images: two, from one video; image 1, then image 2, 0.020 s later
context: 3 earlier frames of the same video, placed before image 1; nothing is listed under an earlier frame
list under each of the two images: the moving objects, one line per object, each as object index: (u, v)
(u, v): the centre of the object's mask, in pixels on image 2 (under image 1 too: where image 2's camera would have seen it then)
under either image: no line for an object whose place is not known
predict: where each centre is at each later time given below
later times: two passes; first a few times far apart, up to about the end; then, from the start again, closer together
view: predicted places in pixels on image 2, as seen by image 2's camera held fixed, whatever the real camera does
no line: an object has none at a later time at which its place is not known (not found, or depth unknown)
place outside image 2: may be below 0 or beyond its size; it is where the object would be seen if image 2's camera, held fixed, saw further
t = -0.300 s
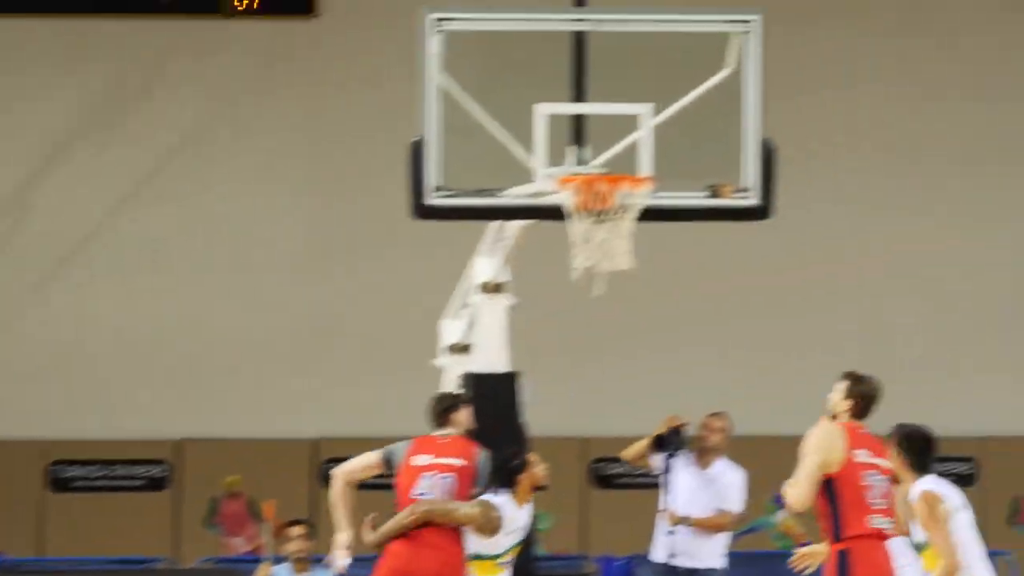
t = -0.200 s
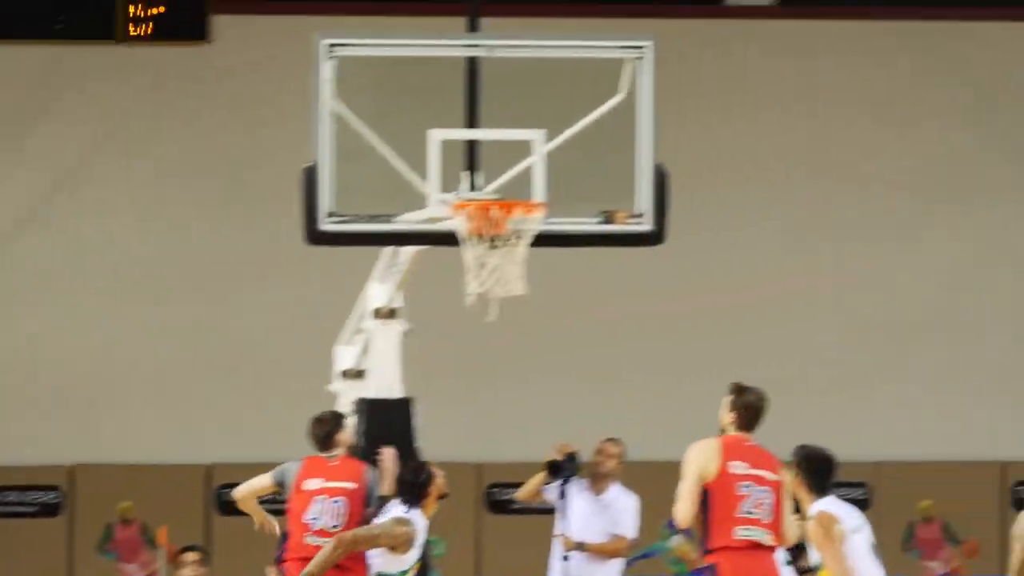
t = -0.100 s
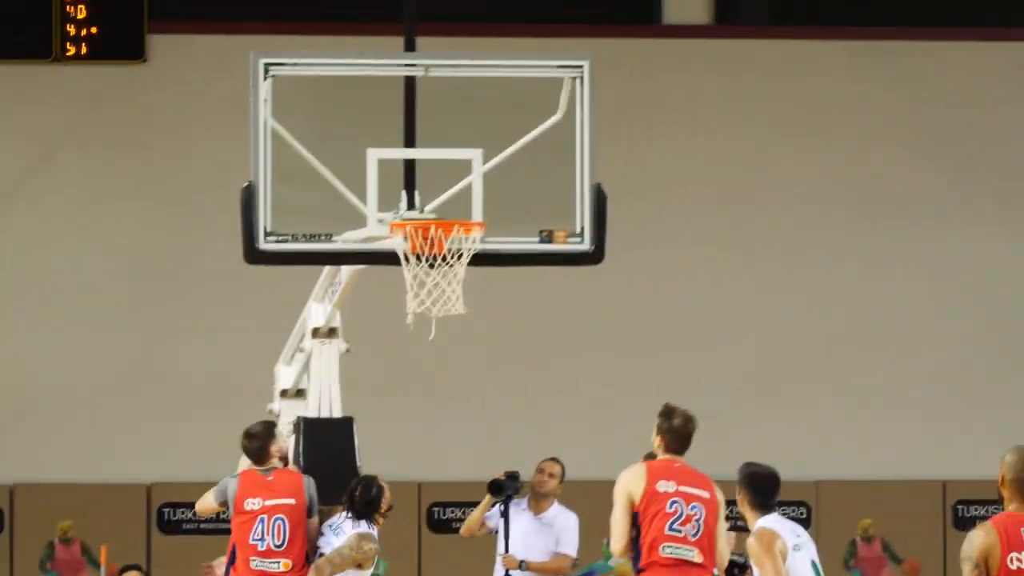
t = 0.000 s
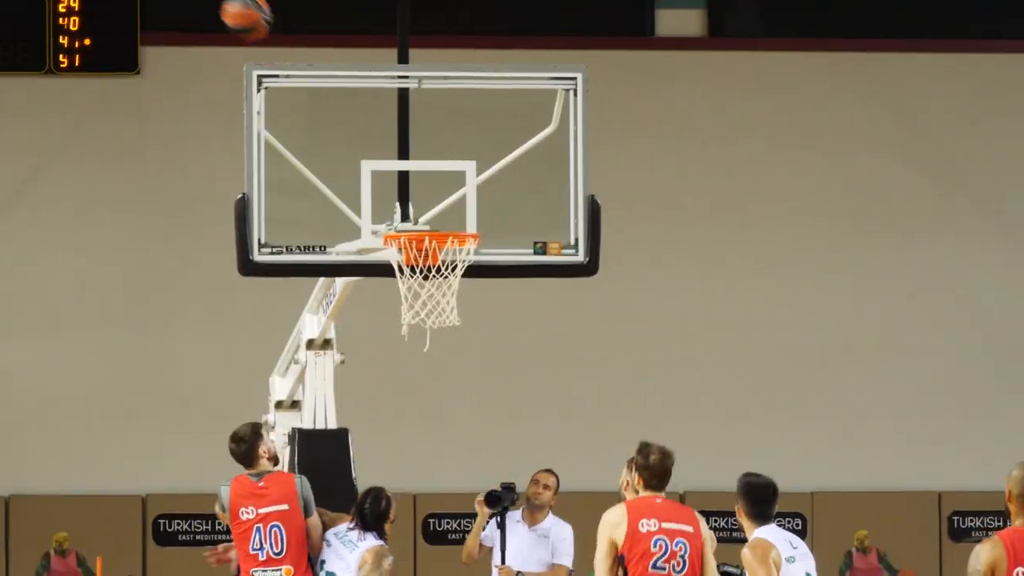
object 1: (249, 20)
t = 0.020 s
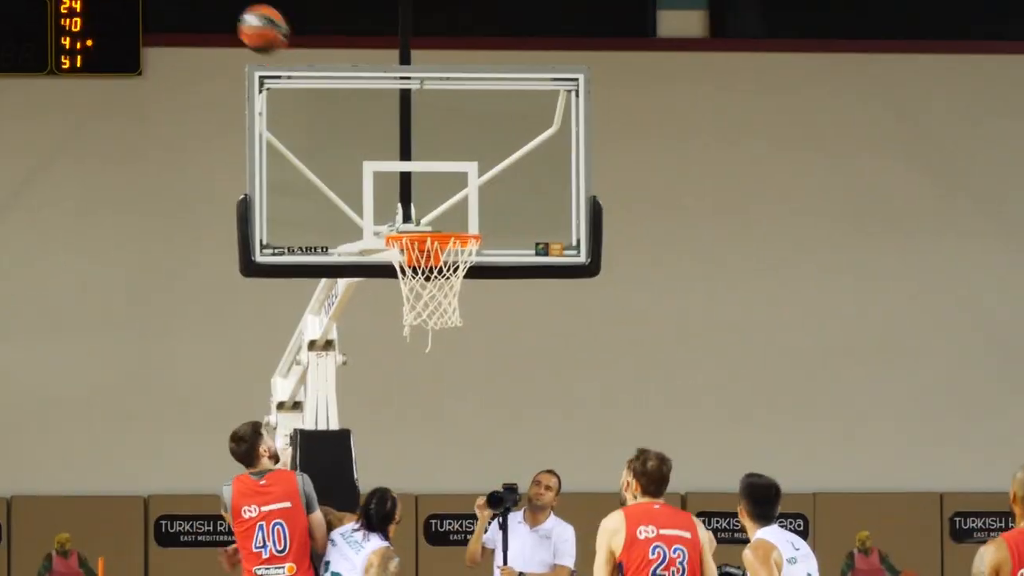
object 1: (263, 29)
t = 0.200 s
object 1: (401, 184)
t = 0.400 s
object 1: (442, 276)
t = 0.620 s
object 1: (421, 280)
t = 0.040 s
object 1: (278, 43)
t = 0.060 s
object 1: (293, 57)
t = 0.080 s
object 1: (309, 75)
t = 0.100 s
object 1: (325, 92)
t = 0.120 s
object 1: (340, 109)
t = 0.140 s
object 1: (355, 126)
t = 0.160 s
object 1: (369, 143)
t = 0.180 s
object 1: (385, 163)
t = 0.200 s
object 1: (401, 184)
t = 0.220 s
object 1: (414, 201)
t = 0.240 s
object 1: (429, 217)
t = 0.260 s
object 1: (441, 242)
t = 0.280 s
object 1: (444, 258)
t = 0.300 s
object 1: (450, 273)
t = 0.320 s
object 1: (452, 284)
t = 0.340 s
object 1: (451, 286)
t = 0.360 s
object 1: (450, 289)
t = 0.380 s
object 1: (445, 280)
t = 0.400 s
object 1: (442, 276)
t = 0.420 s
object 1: (440, 270)
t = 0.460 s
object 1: (437, 265)
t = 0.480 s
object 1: (433, 262)
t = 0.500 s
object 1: (431, 262)
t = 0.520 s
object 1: (428, 264)
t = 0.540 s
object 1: (426, 266)
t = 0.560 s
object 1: (425, 269)
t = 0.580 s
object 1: (424, 272)
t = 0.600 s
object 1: (422, 275)
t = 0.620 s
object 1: (421, 280)
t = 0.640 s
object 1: (420, 285)
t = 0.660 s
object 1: (418, 291)
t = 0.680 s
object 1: (418, 299)
